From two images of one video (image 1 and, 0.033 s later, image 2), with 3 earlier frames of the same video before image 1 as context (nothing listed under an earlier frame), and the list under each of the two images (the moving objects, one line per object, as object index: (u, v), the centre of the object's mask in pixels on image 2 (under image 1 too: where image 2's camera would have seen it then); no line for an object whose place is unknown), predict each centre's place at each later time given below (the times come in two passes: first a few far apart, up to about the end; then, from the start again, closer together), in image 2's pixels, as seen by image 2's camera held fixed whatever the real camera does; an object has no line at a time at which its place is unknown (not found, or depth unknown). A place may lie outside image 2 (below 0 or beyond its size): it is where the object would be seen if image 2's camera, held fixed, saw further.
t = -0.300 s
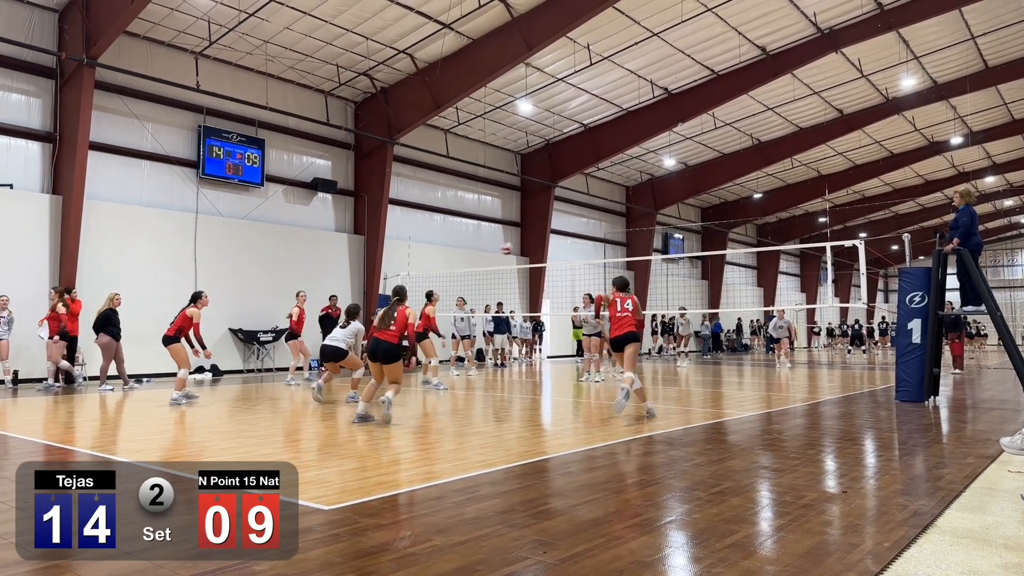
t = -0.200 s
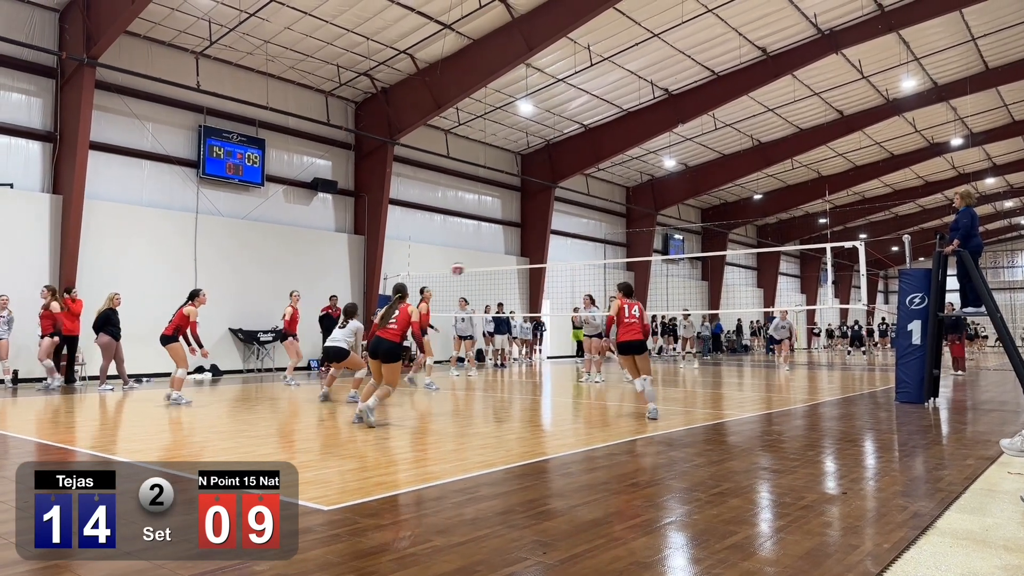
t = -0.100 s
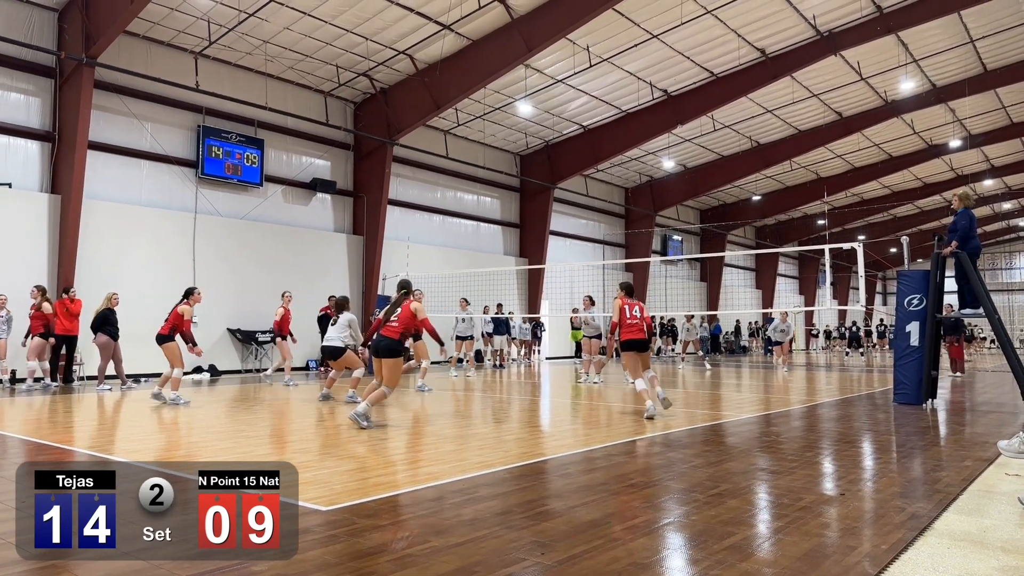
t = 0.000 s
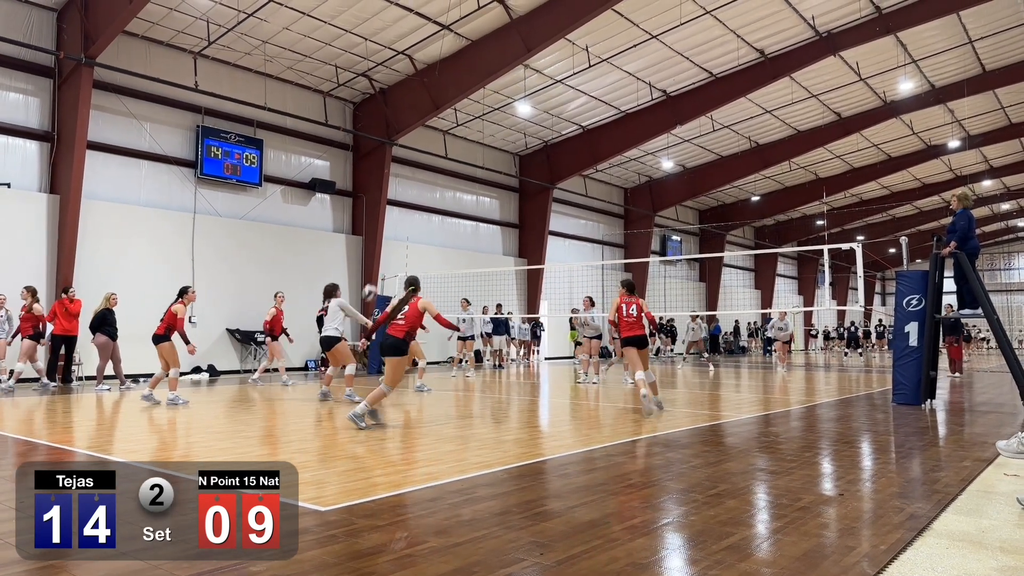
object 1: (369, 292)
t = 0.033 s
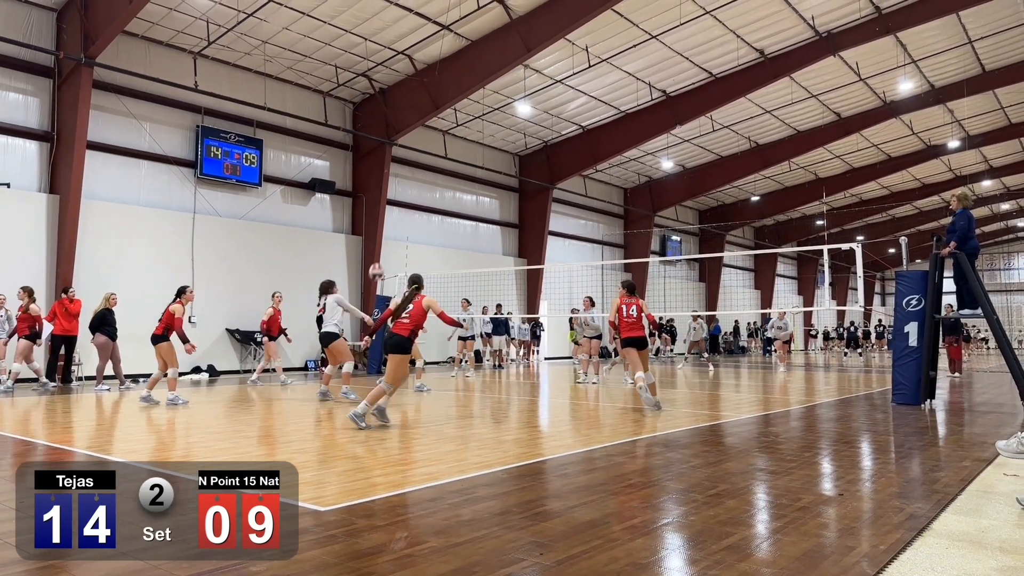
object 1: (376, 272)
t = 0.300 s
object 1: (427, 138)
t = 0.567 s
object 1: (475, 60)
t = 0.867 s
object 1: (527, 31)
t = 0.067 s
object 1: (382, 252)
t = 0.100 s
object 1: (389, 233)
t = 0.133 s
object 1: (396, 215)
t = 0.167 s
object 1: (402, 198)
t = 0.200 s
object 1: (409, 181)
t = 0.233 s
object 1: (414, 166)
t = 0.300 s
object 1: (427, 138)
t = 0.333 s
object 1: (433, 125)
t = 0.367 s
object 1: (439, 113)
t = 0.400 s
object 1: (445, 103)
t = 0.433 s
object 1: (451, 93)
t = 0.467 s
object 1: (458, 83)
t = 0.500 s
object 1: (463, 75)
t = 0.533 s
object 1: (469, 67)
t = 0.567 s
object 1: (475, 60)
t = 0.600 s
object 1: (481, 54)
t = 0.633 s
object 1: (487, 48)
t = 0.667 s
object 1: (492, 44)
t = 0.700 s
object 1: (498, 40)
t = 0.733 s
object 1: (505, 37)
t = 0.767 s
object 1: (510, 34)
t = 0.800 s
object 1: (516, 32)
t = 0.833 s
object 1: (521, 31)
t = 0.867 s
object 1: (527, 31)
